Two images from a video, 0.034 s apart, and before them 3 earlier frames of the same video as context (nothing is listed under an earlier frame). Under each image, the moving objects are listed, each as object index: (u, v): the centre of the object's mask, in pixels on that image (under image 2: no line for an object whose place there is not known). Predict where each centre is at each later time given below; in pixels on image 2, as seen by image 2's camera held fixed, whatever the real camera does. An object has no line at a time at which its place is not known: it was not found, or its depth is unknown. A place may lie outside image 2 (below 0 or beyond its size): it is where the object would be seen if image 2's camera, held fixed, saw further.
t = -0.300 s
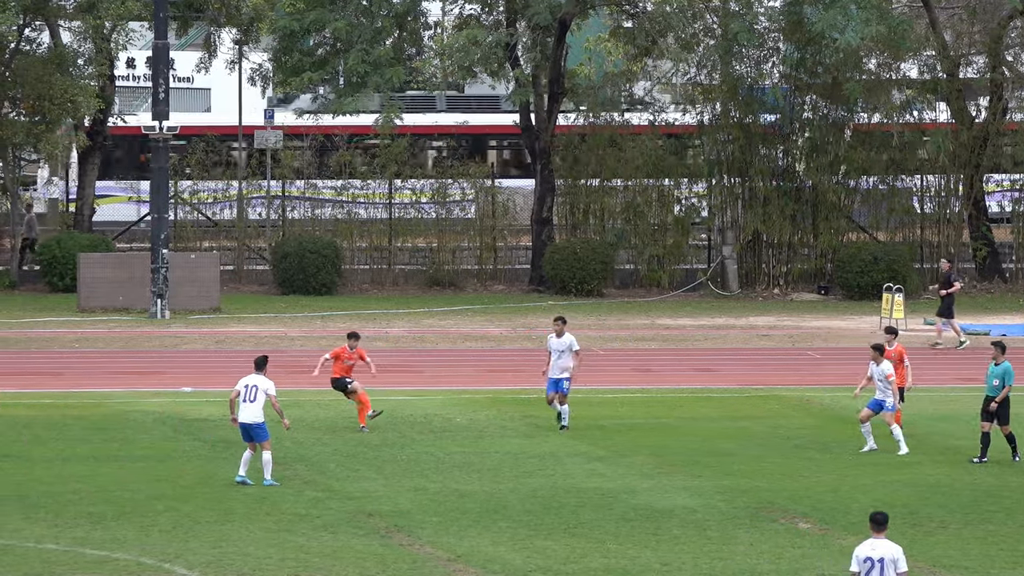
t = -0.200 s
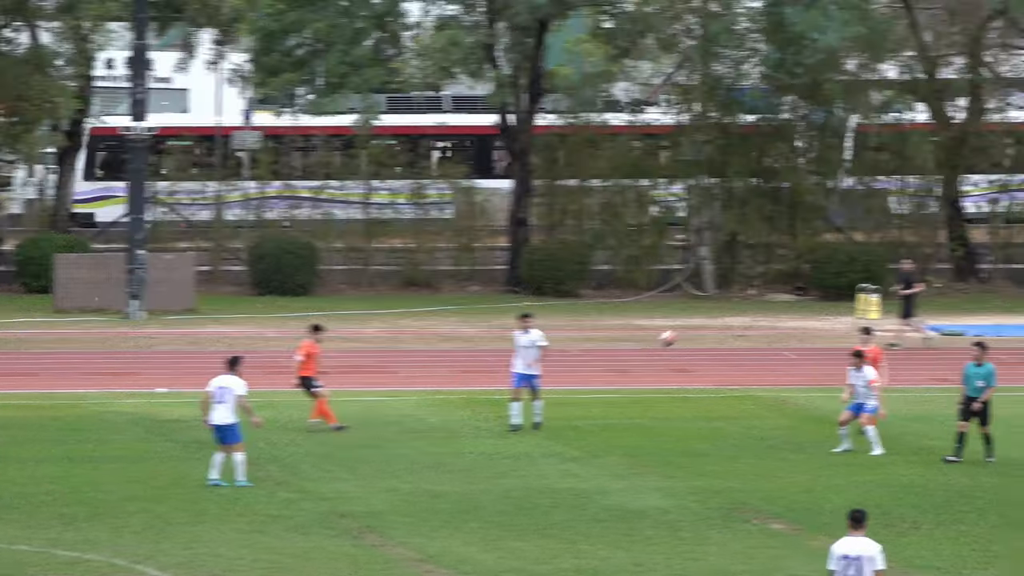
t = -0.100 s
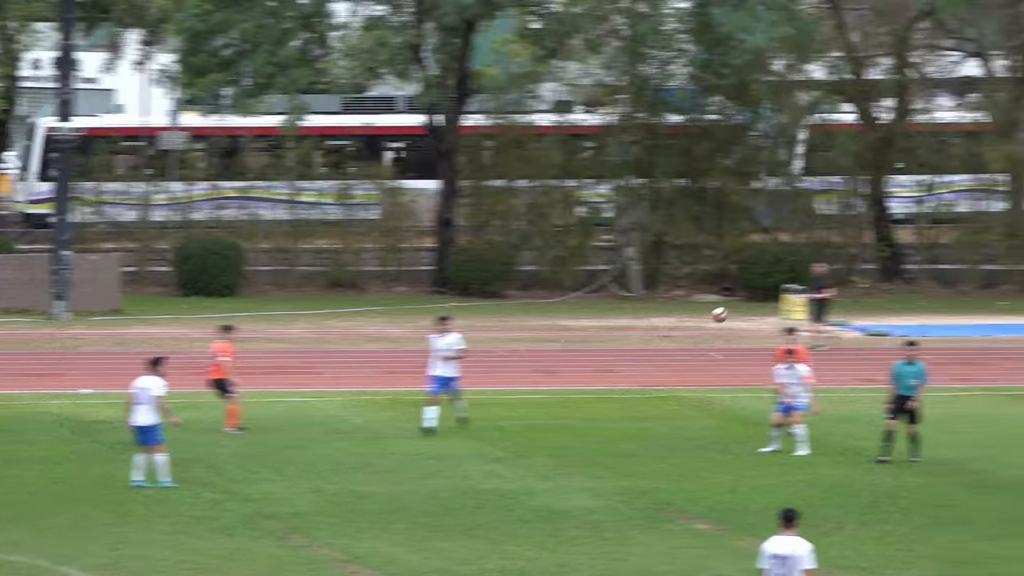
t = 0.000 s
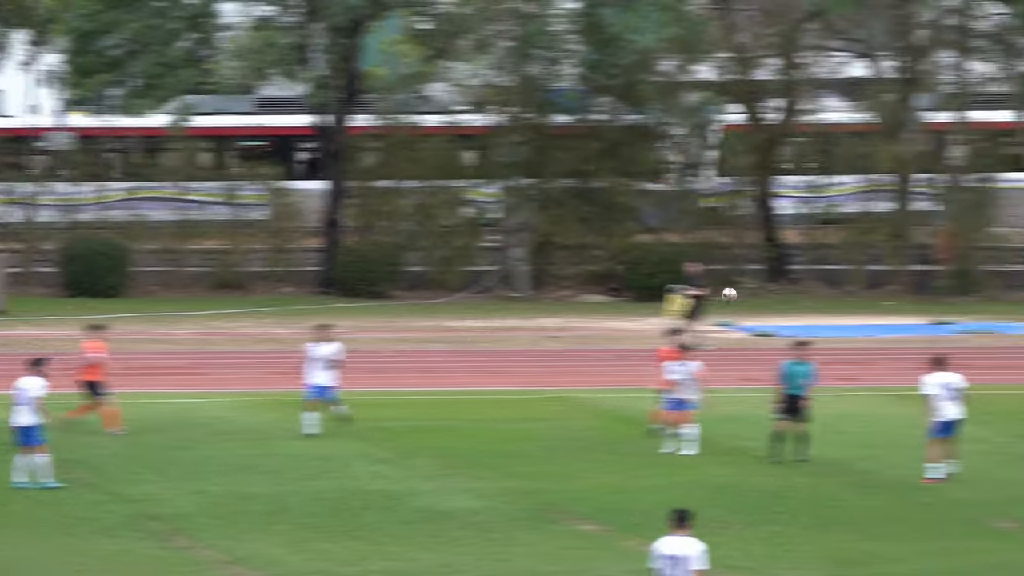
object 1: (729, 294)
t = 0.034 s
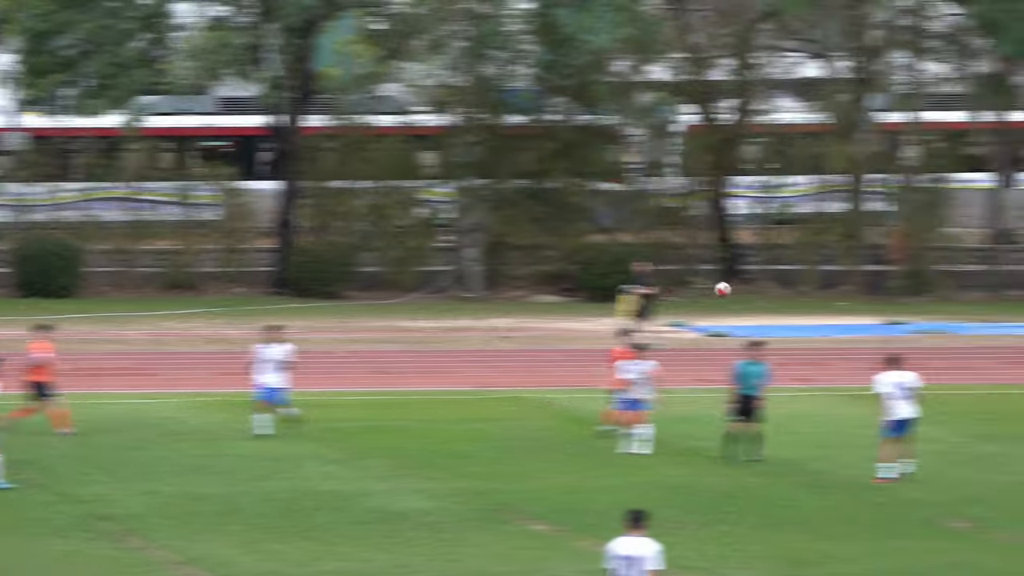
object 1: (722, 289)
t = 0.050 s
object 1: (743, 286)
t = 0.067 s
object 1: (762, 283)
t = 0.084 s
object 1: (782, 281)
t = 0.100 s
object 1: (801, 279)
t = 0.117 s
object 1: (820, 277)
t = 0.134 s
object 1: (841, 276)
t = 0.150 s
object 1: (860, 273)
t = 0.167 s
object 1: (880, 272)
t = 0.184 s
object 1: (900, 270)
